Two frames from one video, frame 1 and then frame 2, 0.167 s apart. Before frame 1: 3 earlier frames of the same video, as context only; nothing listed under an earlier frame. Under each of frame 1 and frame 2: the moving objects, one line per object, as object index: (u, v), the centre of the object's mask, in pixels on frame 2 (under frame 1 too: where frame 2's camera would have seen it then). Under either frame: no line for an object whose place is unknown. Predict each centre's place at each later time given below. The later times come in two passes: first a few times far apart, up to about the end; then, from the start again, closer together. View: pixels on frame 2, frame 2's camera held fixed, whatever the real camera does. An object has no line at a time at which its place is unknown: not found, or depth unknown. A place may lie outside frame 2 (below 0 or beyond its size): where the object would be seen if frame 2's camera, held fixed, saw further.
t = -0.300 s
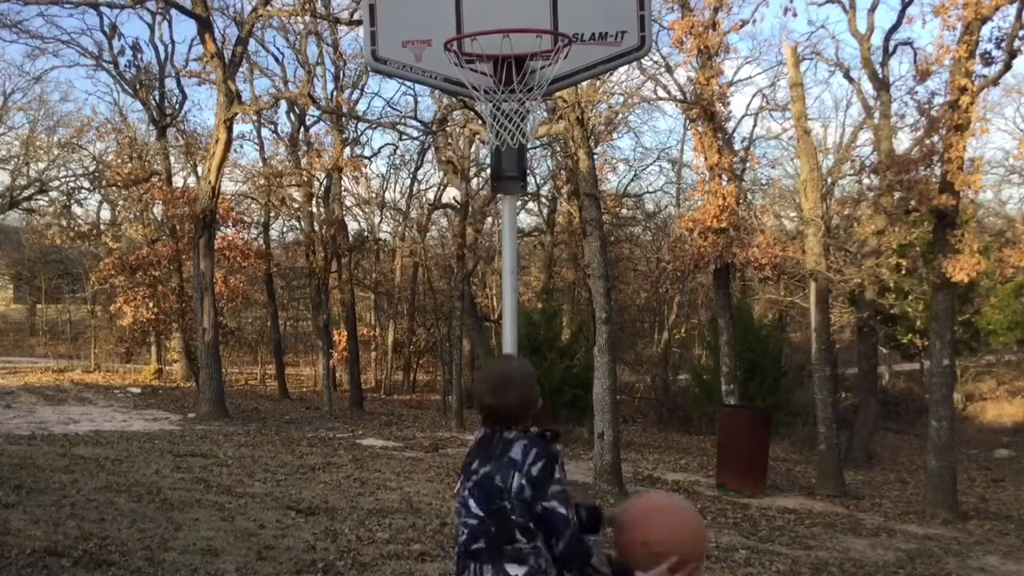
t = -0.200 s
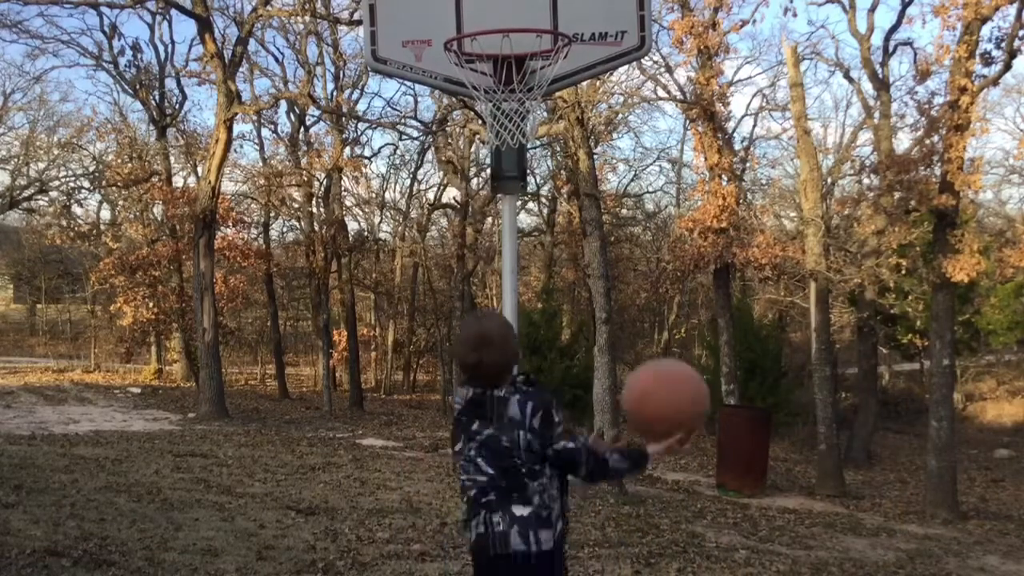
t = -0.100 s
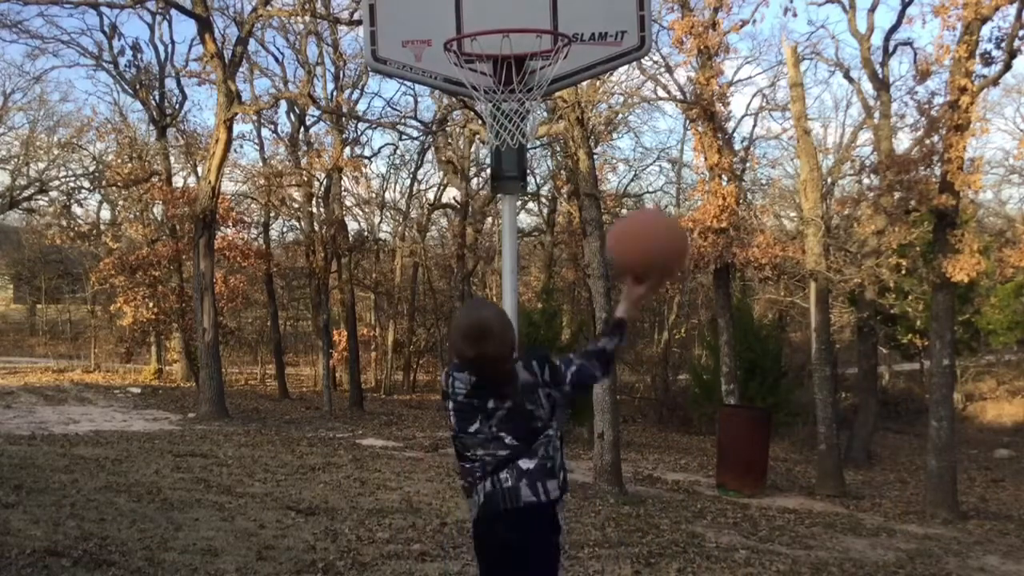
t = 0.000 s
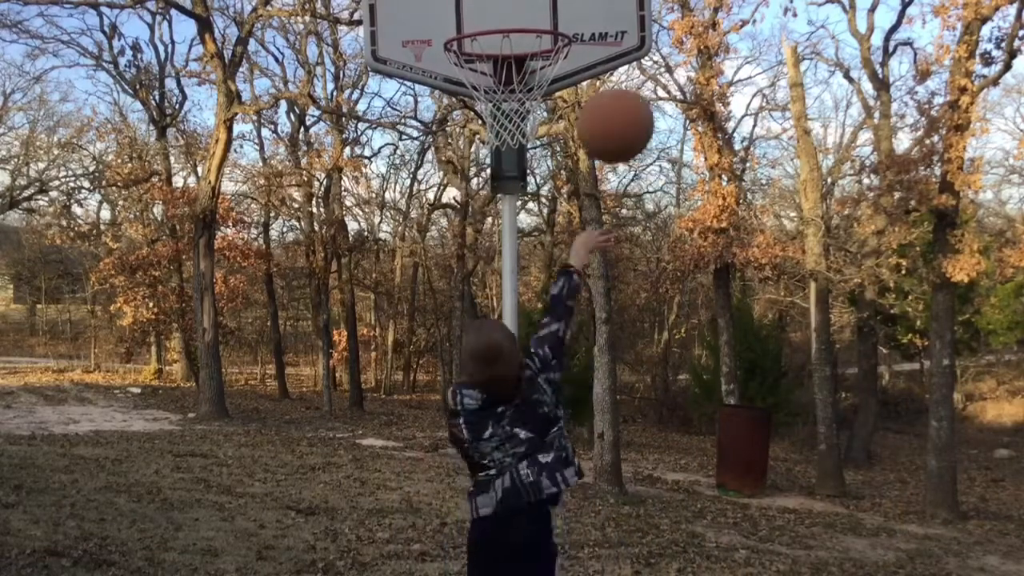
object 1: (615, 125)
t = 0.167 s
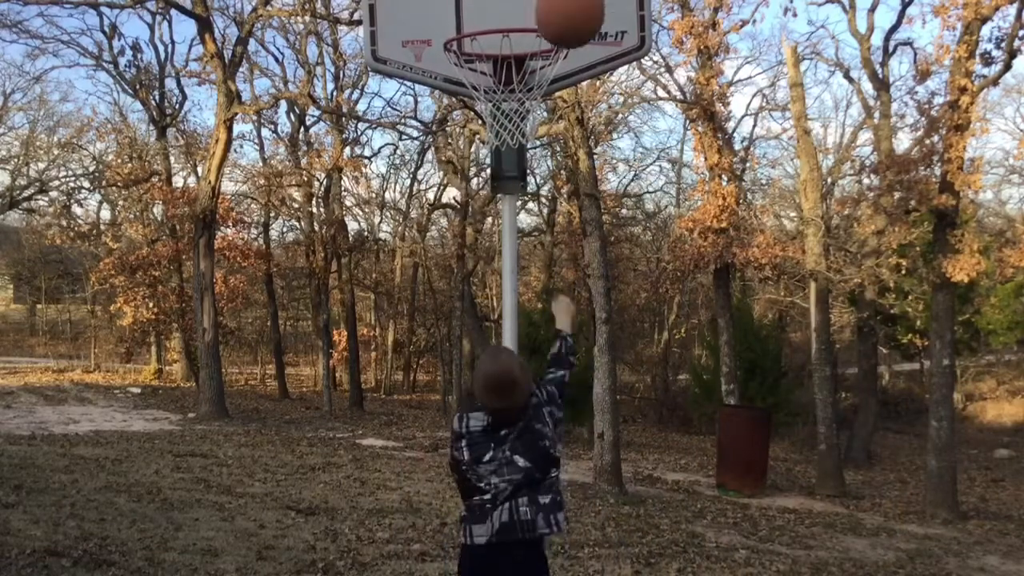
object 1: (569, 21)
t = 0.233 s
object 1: (554, 12)
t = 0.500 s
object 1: (504, 22)
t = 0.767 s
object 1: (486, 14)
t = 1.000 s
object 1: (464, 21)
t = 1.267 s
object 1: (428, 37)
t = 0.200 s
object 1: (561, 16)
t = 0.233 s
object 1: (554, 12)
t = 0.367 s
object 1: (525, 12)
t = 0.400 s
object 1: (519, 13)
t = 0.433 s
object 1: (513, 19)
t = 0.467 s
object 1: (506, 26)
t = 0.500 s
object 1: (504, 22)
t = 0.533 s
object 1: (501, 15)
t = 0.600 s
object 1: (497, 11)
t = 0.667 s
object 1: (492, 10)
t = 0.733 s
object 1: (488, 13)
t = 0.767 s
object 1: (486, 14)
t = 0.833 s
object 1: (480, 28)
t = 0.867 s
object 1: (478, 26)
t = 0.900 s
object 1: (474, 16)
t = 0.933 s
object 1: (471, 16)
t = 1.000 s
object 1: (464, 21)
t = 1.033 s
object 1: (460, 23)
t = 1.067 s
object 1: (457, 23)
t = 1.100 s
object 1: (454, 23)
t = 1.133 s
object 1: (450, 24)
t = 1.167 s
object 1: (446, 26)
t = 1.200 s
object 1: (441, 29)
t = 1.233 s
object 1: (434, 31)
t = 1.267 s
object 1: (428, 37)
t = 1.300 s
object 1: (422, 46)
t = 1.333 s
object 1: (417, 57)
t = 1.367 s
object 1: (411, 70)
